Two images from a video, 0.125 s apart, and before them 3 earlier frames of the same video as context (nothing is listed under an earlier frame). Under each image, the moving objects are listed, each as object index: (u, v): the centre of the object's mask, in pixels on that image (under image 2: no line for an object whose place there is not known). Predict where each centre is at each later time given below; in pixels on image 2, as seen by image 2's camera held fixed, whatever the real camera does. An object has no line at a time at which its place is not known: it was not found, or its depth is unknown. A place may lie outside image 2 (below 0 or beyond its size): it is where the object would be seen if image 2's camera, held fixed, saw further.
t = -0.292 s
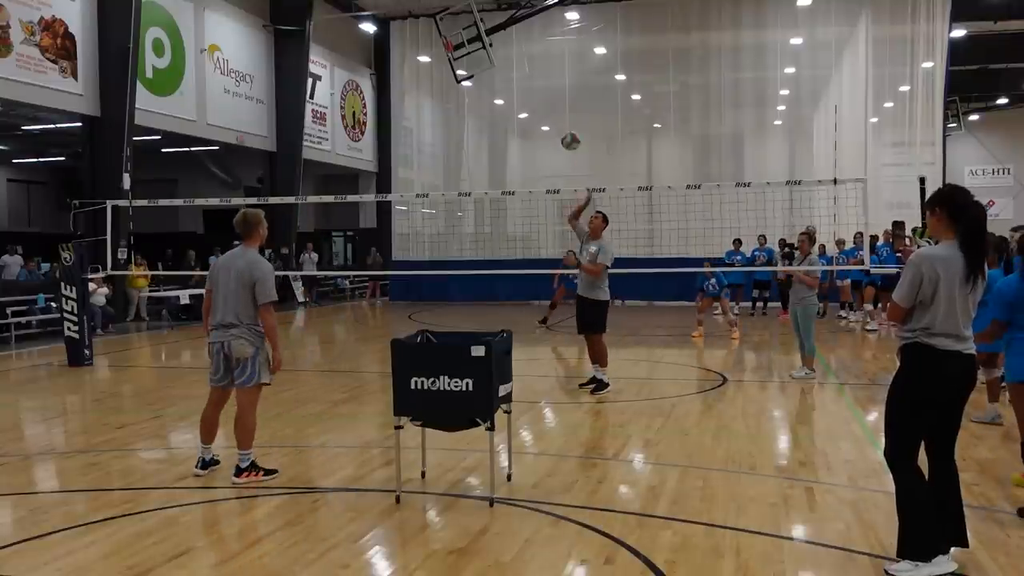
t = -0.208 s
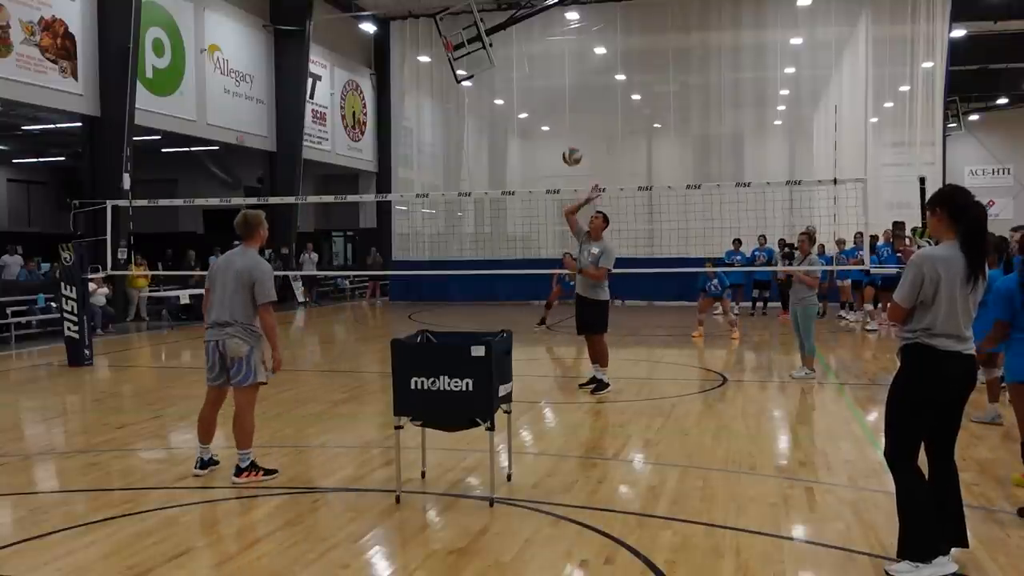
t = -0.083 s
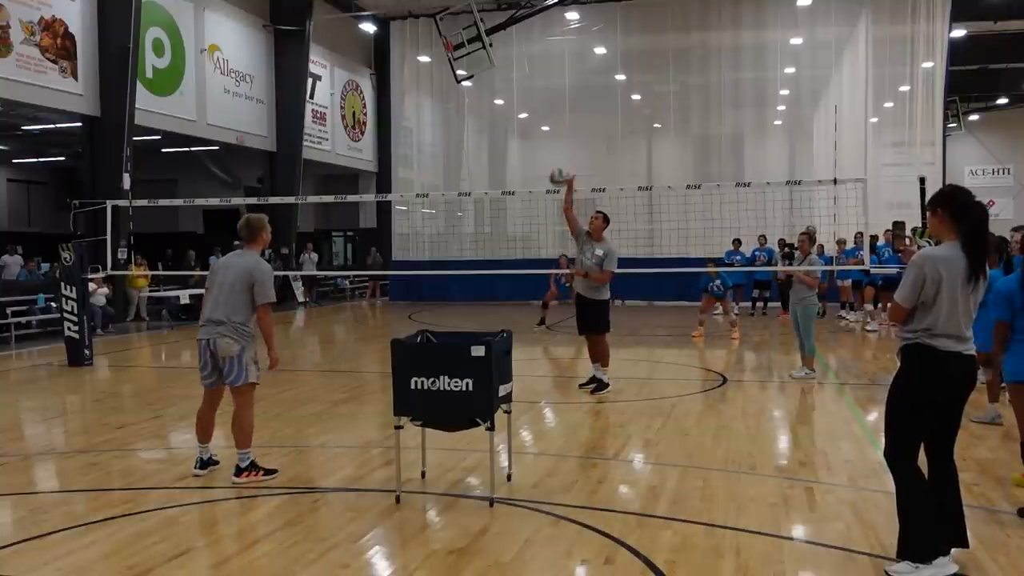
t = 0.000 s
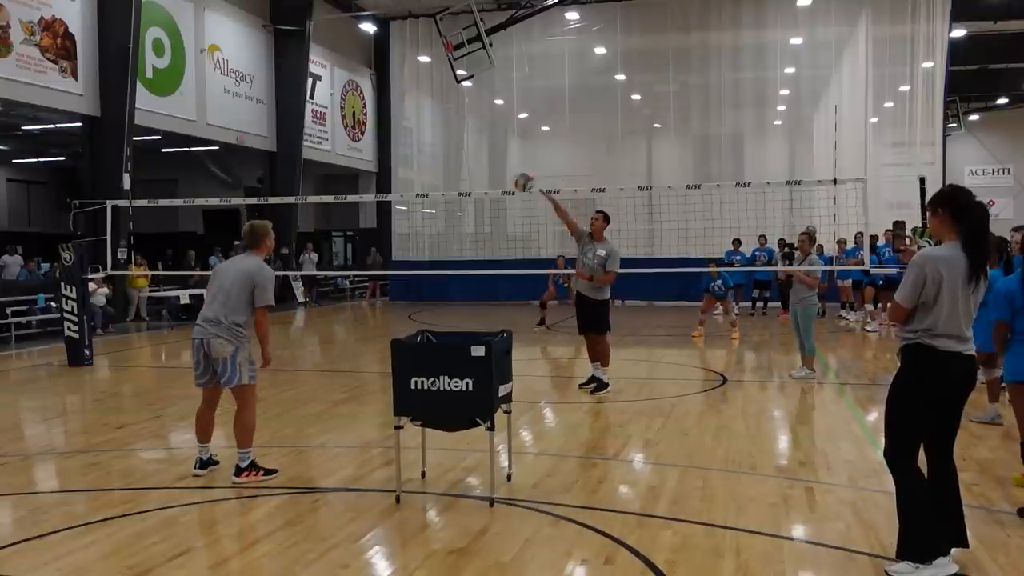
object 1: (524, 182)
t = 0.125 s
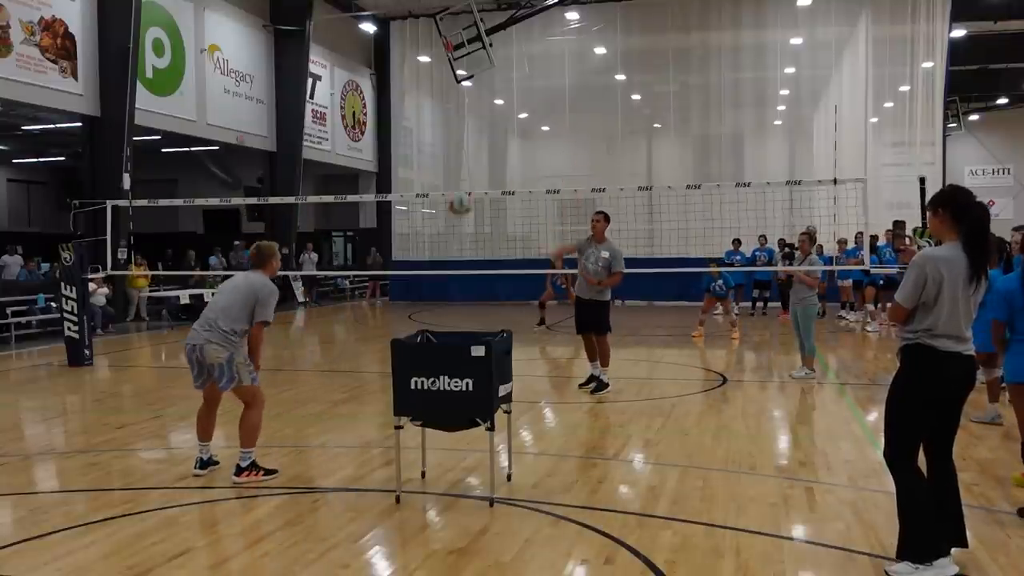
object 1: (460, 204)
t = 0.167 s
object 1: (441, 215)
